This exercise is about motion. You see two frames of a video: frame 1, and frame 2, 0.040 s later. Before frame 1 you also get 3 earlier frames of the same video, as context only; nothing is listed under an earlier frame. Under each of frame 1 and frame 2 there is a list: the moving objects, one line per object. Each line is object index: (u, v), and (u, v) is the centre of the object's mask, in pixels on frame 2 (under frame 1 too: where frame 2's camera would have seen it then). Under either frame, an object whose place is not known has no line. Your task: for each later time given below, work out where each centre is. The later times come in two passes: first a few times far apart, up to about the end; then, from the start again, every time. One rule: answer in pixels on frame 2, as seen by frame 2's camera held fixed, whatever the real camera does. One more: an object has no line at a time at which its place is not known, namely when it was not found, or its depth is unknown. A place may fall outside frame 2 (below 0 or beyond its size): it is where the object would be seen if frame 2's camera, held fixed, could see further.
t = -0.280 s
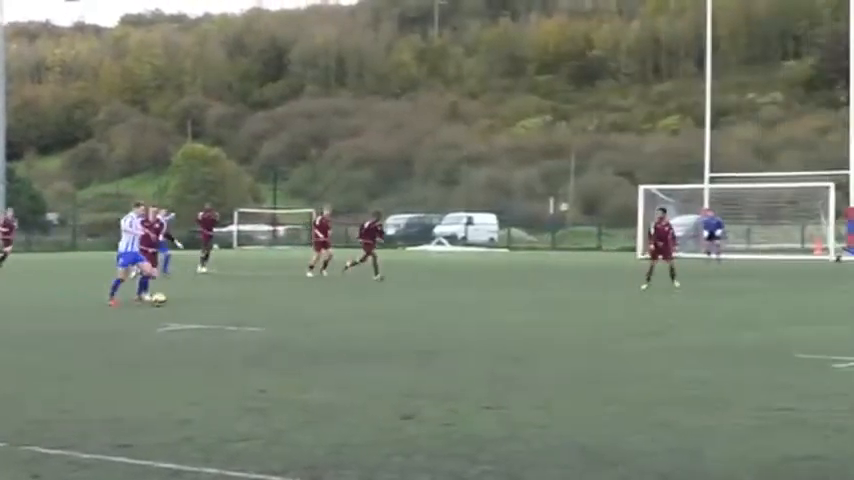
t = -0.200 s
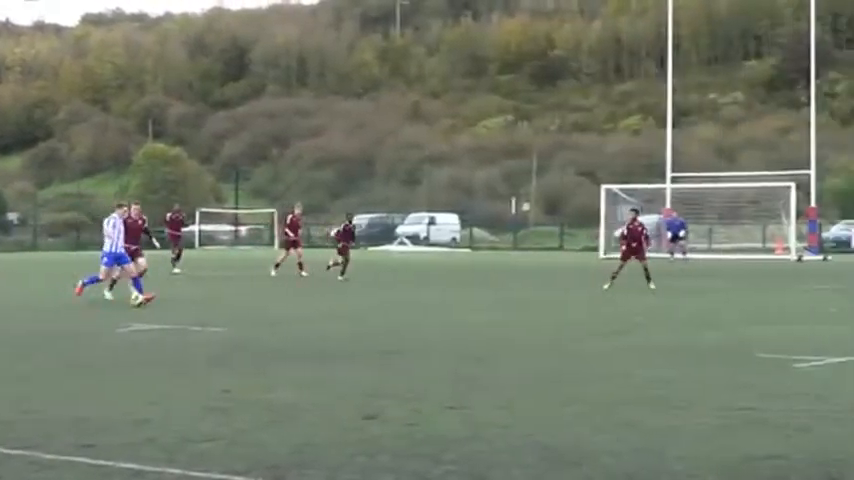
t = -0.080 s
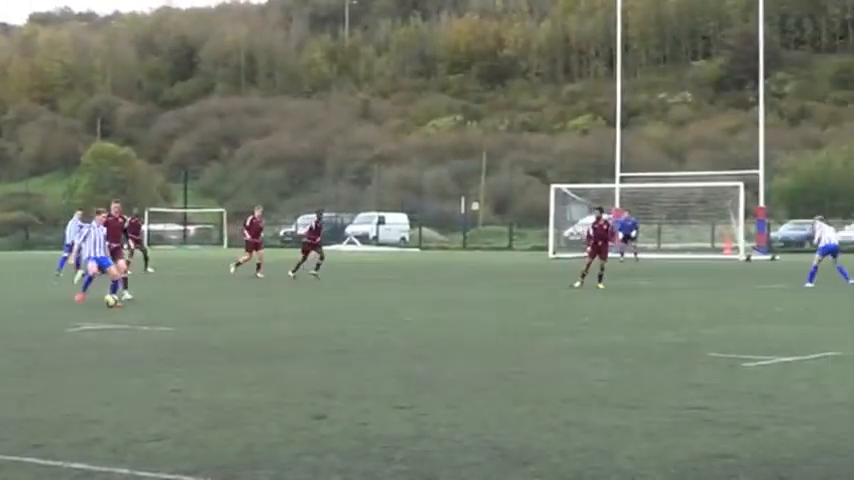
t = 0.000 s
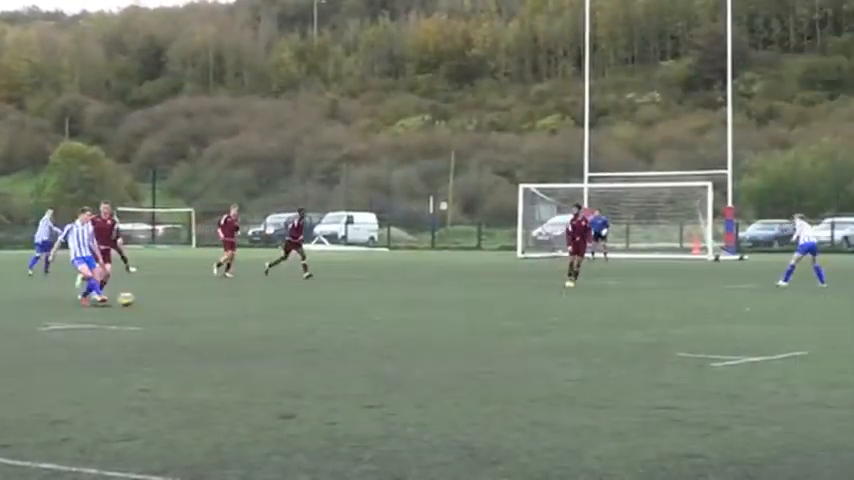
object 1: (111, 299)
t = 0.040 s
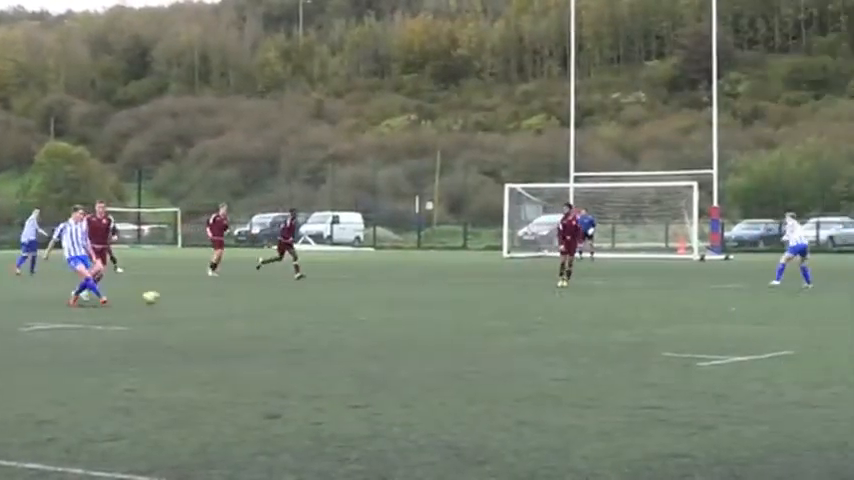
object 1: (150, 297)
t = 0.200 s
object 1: (303, 298)
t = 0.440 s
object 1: (501, 295)
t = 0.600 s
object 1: (616, 300)
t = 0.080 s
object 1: (189, 297)
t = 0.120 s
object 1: (228, 298)
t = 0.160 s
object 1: (268, 300)
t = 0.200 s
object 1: (303, 298)
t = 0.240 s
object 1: (338, 297)
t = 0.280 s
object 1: (373, 298)
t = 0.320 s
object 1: (409, 300)
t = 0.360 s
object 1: (442, 301)
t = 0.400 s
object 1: (470, 297)
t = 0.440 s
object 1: (501, 295)
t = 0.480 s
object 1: (530, 295)
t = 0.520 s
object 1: (558, 295)
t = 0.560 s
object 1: (587, 297)
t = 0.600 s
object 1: (616, 300)
